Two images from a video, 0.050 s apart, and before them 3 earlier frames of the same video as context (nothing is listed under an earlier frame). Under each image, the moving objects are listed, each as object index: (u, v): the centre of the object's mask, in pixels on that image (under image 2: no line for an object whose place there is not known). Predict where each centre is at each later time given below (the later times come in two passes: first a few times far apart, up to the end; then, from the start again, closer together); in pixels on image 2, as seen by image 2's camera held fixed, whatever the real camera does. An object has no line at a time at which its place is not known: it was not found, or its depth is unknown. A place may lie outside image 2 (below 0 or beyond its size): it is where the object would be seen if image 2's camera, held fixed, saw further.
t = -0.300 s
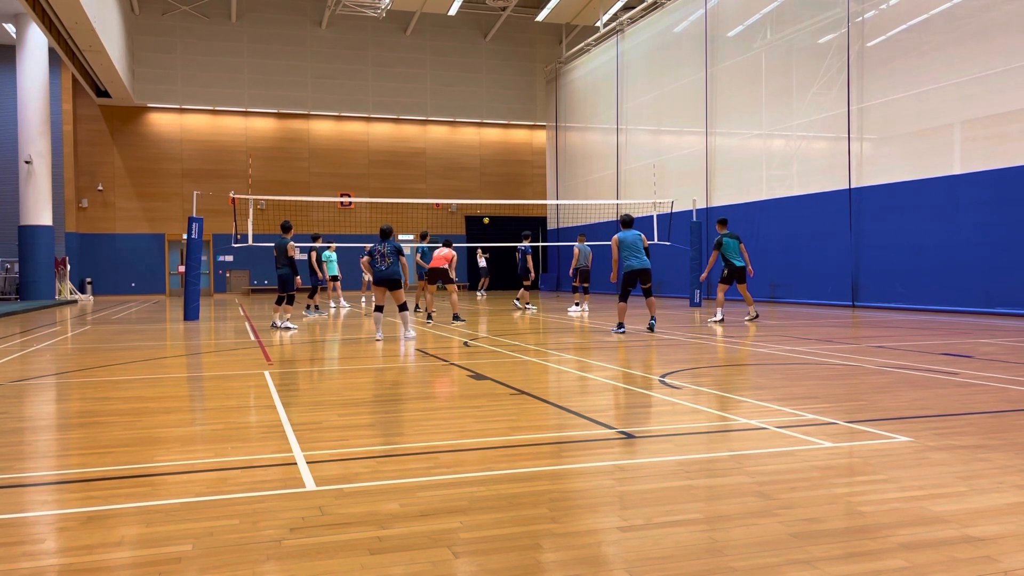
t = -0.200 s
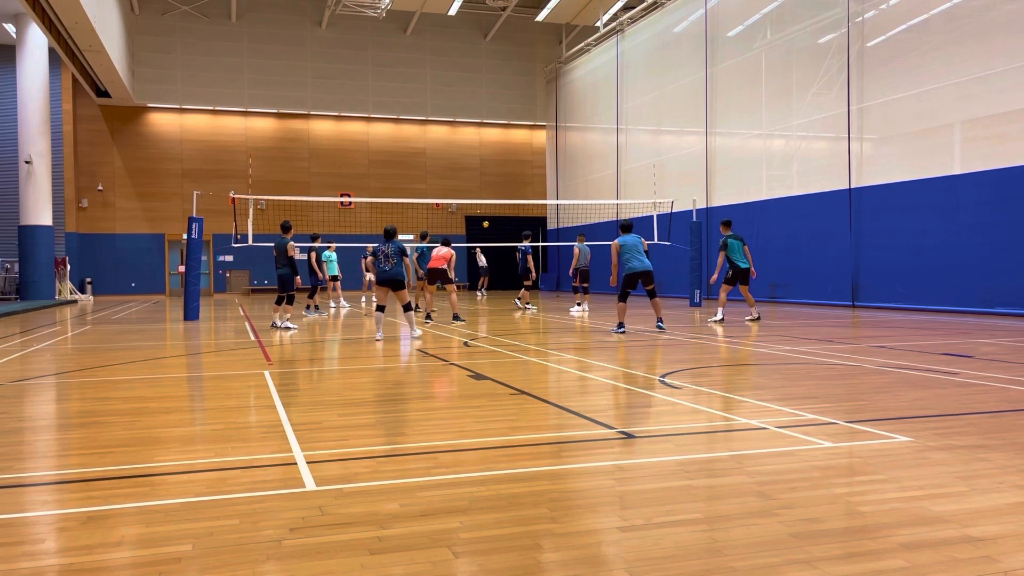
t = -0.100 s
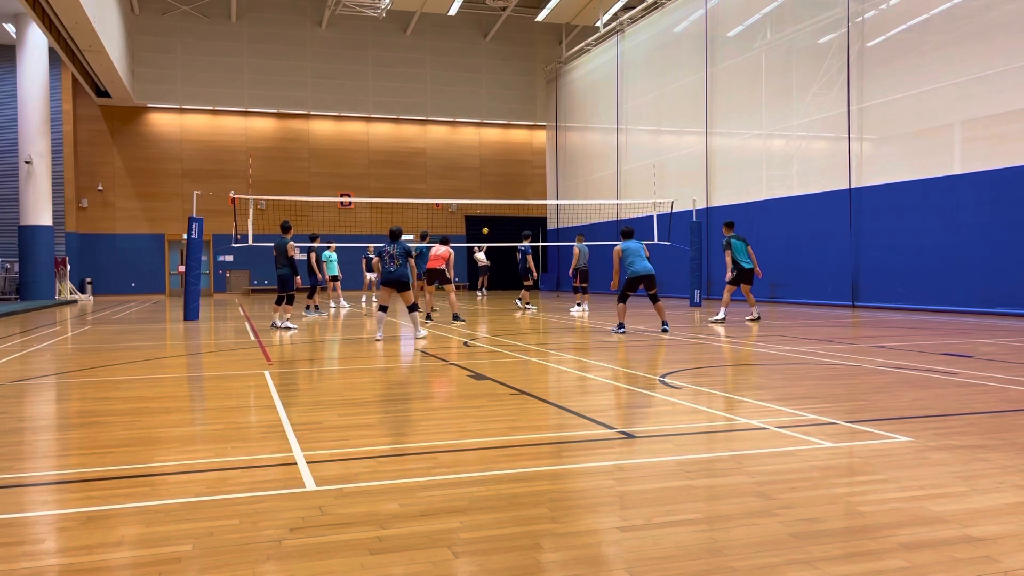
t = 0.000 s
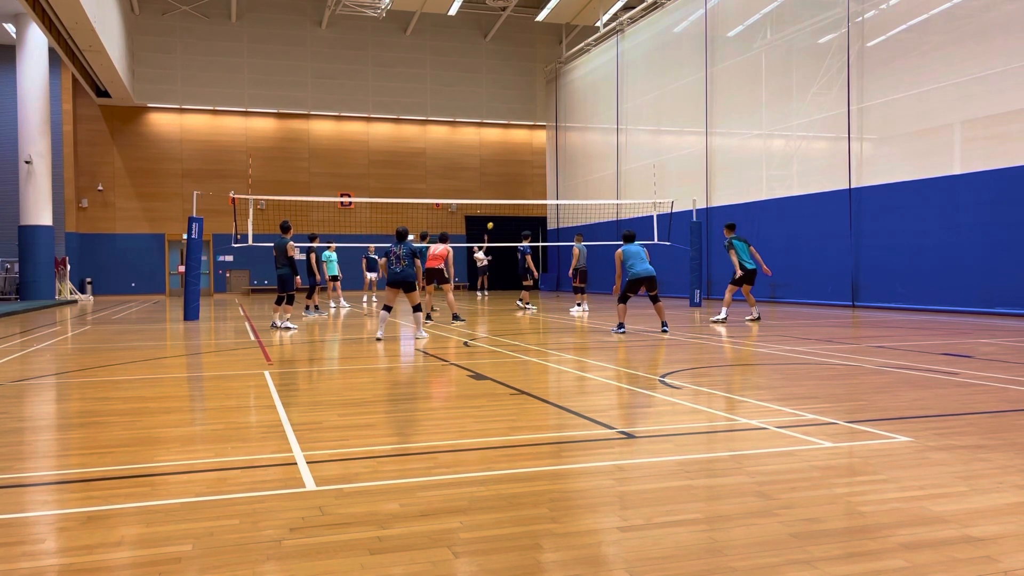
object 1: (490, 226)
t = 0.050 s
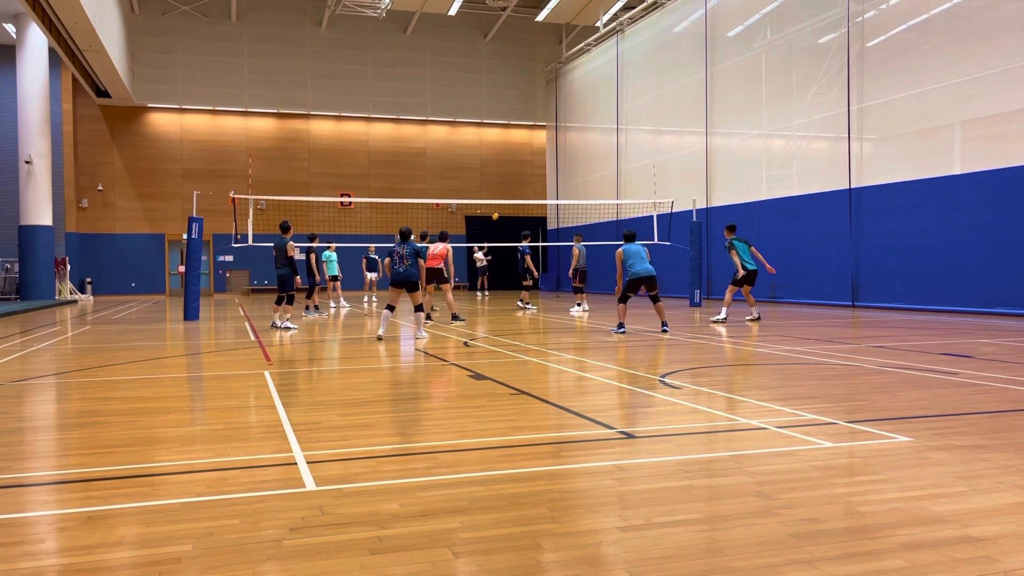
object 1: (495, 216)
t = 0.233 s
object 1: (516, 186)
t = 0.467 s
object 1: (545, 154)
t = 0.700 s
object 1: (580, 134)
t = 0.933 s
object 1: (618, 133)
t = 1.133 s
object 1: (657, 149)
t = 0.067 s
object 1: (497, 213)
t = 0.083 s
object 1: (499, 210)
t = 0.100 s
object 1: (500, 207)
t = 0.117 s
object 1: (502, 206)
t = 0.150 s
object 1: (507, 198)
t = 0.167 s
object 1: (508, 196)
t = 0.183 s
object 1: (510, 194)
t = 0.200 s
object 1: (512, 191)
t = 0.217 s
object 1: (514, 189)
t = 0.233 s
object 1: (516, 186)
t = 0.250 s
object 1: (518, 184)
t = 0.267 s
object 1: (520, 181)
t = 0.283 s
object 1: (522, 179)
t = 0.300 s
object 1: (524, 176)
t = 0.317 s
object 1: (526, 174)
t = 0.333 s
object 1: (528, 171)
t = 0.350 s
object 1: (530, 169)
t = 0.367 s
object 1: (532, 167)
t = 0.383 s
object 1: (534, 164)
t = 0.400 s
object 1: (536, 162)
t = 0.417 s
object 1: (538, 160)
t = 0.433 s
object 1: (541, 158)
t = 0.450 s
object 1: (543, 156)
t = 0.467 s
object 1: (545, 154)
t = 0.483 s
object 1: (547, 151)
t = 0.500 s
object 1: (550, 150)
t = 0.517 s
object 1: (552, 148)
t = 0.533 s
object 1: (554, 146)
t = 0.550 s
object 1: (557, 144)
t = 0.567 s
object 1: (560, 143)
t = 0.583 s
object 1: (562, 141)
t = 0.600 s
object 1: (565, 140)
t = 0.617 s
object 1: (567, 138)
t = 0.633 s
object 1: (570, 137)
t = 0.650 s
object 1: (572, 136)
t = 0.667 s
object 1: (575, 135)
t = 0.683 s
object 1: (578, 135)
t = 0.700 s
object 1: (580, 134)
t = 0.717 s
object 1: (583, 133)
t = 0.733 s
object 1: (585, 133)
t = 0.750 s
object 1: (588, 132)
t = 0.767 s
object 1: (591, 132)
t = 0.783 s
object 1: (593, 131)
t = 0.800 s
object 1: (596, 131)
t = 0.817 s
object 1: (599, 131)
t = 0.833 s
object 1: (601, 131)
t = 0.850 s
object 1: (604, 131)
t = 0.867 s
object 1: (607, 131)
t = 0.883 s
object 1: (609, 131)
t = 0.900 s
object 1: (612, 132)
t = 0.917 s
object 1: (615, 132)
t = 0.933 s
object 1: (618, 133)
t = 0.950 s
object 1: (621, 133)
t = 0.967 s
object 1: (624, 134)
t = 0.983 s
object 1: (627, 135)
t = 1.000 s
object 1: (630, 136)
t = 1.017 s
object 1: (634, 137)
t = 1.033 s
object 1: (637, 138)
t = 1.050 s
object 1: (640, 140)
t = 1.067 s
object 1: (643, 142)
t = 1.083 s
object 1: (647, 143)
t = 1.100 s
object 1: (650, 145)
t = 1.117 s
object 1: (654, 147)
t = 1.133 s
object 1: (657, 149)
